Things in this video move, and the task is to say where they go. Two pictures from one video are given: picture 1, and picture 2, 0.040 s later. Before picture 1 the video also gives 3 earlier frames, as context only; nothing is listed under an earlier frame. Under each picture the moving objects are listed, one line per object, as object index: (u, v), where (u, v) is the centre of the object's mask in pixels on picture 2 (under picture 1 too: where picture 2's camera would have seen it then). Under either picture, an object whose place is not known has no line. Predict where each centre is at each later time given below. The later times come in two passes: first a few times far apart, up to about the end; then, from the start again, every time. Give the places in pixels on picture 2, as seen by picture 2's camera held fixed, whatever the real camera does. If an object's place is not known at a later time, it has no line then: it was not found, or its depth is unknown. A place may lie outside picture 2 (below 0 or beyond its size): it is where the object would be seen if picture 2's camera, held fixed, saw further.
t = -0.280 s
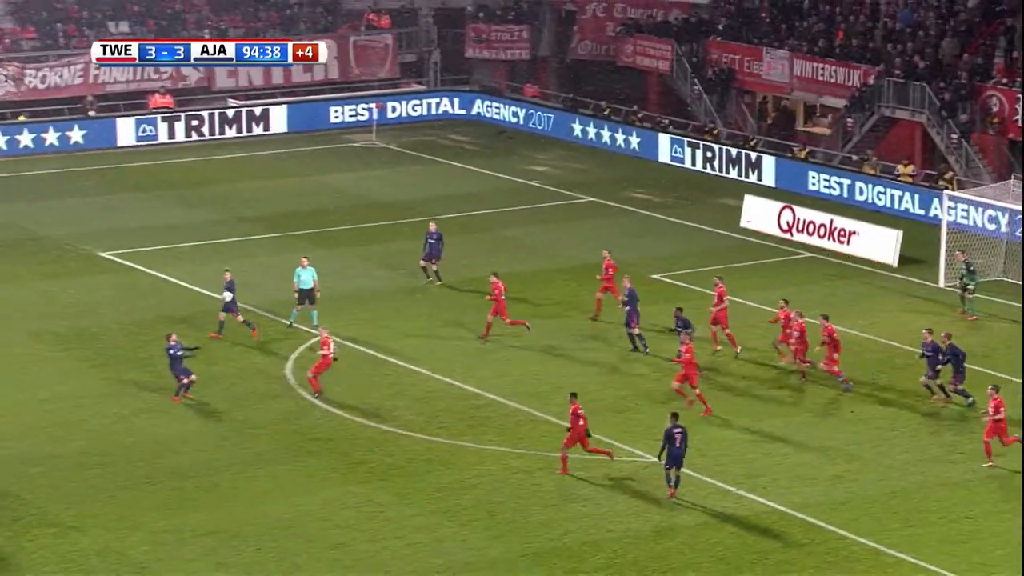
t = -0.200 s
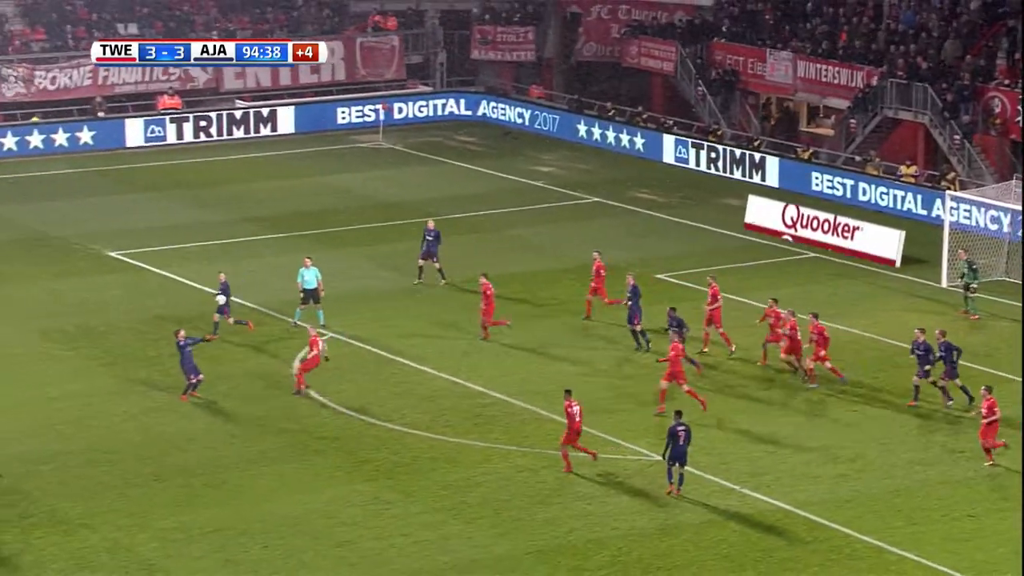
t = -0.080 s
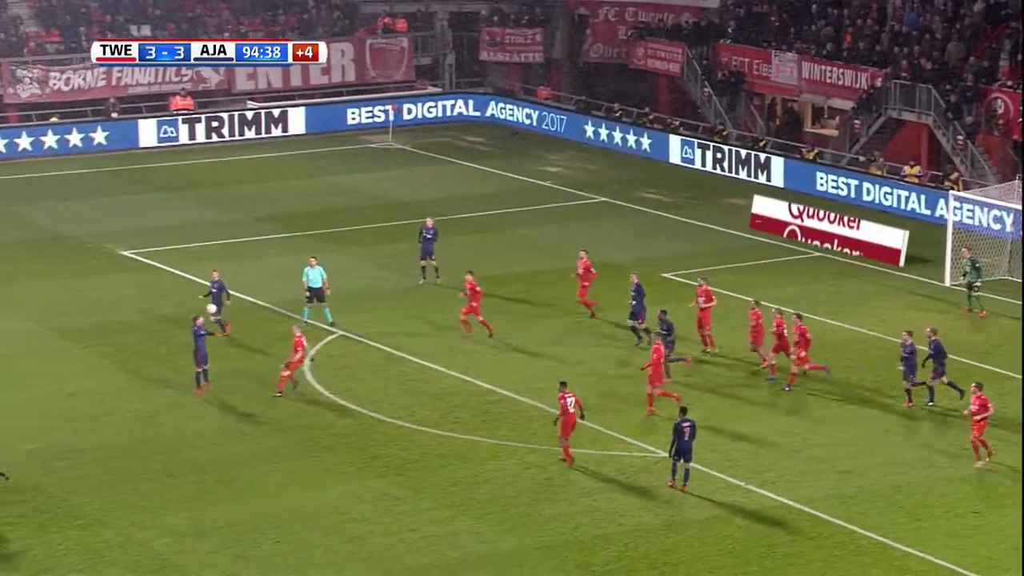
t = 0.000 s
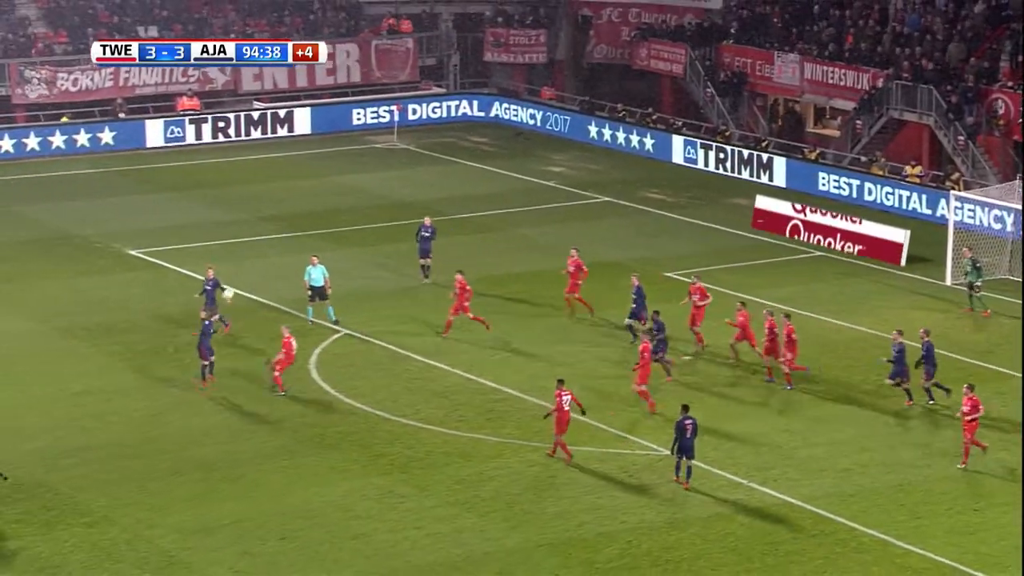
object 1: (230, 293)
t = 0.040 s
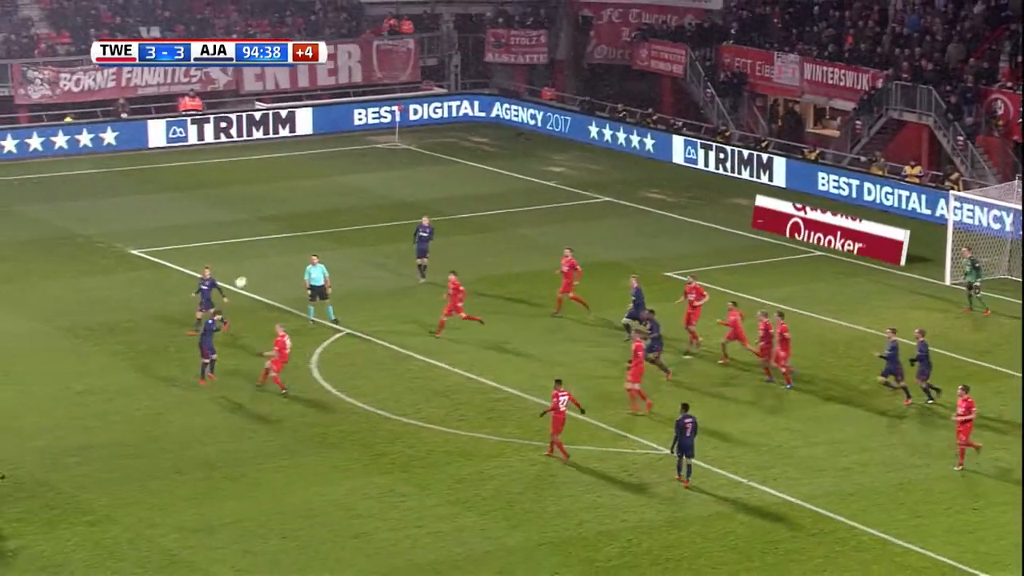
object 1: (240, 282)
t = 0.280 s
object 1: (302, 230)
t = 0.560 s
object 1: (369, 199)
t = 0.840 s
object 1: (432, 199)
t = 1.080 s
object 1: (486, 222)
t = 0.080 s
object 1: (251, 272)
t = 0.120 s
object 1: (261, 262)
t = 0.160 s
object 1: (272, 253)
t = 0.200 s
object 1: (282, 245)
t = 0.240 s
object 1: (292, 237)
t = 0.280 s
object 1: (302, 230)
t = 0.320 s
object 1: (312, 223)
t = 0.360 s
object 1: (322, 218)
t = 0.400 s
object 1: (332, 212)
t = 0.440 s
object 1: (341, 209)
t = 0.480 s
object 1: (351, 205)
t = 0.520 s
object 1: (360, 202)
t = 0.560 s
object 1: (369, 199)
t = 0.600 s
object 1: (378, 197)
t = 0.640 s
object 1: (386, 196)
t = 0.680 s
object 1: (396, 195)
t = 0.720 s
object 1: (405, 195)
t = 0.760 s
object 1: (414, 196)
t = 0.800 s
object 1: (423, 197)
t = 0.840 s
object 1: (432, 199)
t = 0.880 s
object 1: (441, 201)
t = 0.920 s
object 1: (451, 204)
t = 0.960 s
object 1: (459, 208)
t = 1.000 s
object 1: (468, 211)
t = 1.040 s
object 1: (477, 216)
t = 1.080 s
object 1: (486, 222)
